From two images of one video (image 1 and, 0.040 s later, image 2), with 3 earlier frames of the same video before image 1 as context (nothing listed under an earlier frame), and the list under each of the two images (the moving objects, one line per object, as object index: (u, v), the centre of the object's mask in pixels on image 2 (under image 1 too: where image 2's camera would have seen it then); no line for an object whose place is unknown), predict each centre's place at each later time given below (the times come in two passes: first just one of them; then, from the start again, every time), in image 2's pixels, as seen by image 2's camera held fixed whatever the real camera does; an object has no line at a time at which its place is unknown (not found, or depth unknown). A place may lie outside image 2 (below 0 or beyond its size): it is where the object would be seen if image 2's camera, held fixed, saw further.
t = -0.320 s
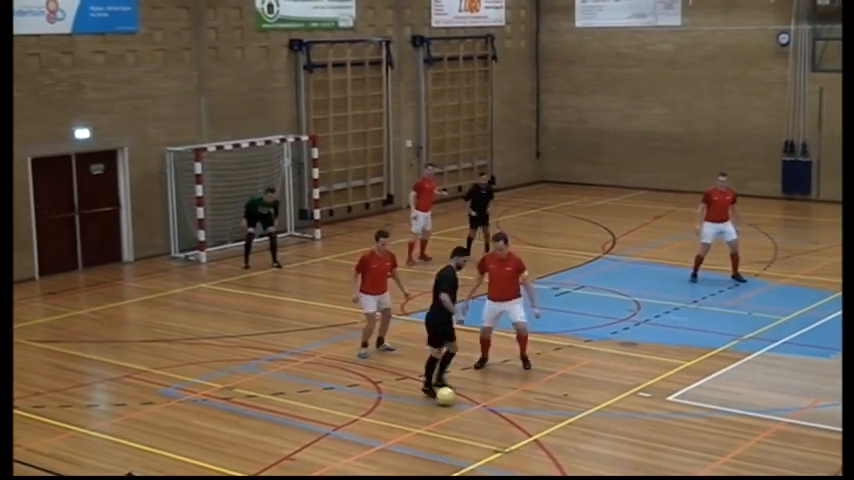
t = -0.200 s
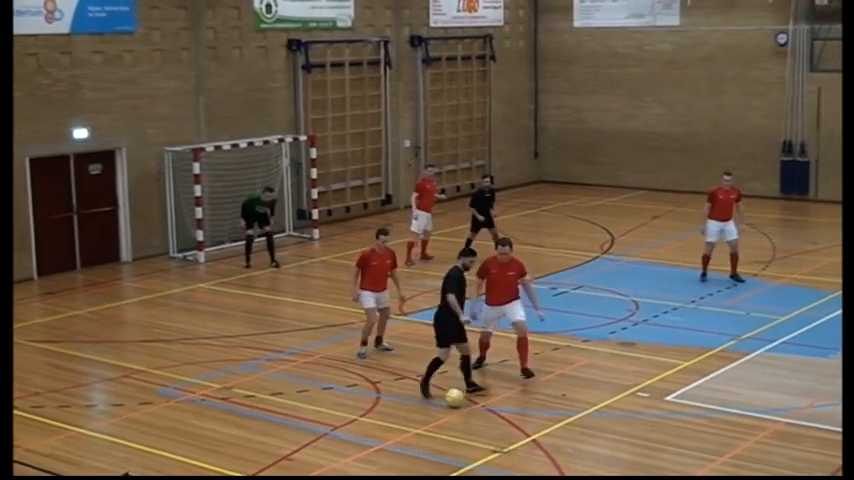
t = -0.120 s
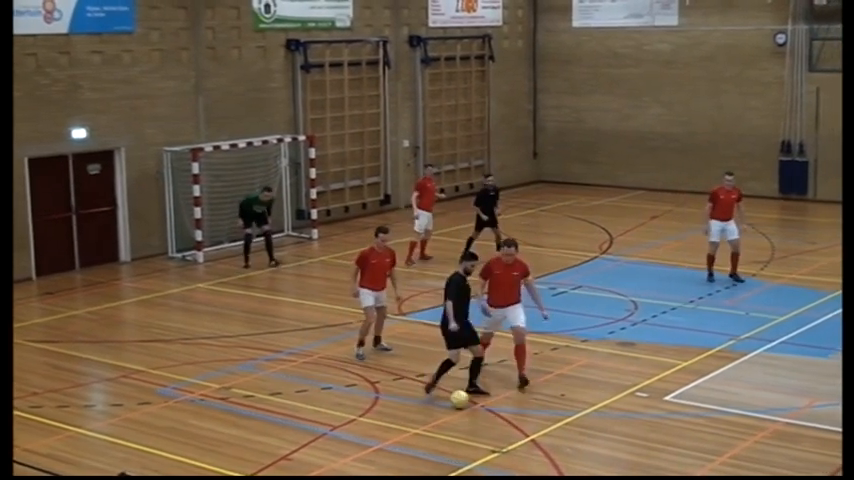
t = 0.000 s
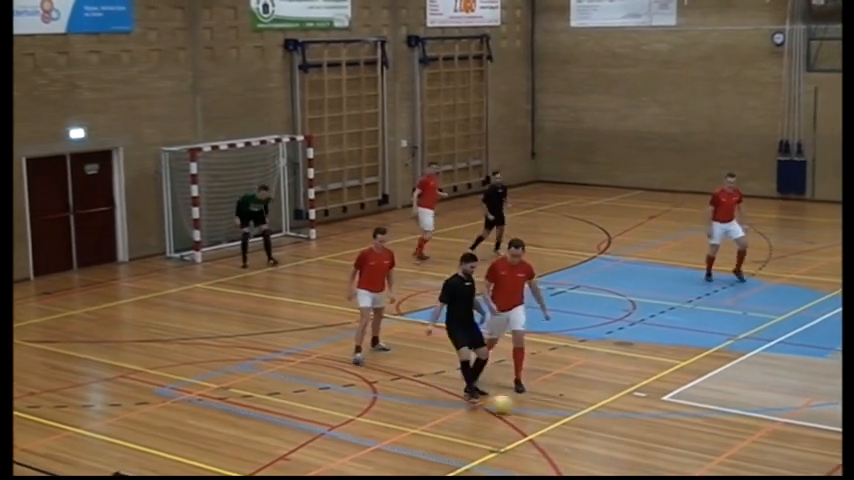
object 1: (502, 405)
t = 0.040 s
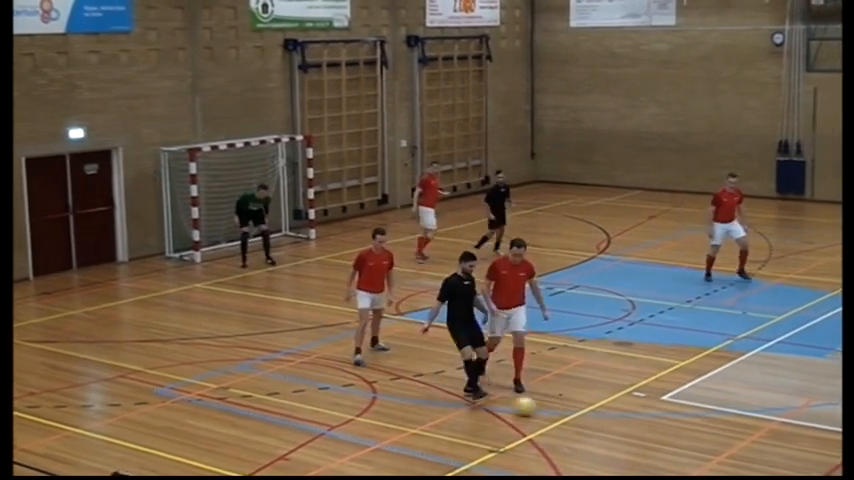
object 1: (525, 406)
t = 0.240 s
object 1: (637, 418)
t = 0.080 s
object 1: (549, 409)
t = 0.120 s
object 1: (571, 411)
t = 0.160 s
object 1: (594, 415)
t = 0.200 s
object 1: (618, 417)
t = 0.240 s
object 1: (637, 418)
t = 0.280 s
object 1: (657, 421)
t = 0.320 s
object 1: (677, 422)
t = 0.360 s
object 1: (697, 424)
